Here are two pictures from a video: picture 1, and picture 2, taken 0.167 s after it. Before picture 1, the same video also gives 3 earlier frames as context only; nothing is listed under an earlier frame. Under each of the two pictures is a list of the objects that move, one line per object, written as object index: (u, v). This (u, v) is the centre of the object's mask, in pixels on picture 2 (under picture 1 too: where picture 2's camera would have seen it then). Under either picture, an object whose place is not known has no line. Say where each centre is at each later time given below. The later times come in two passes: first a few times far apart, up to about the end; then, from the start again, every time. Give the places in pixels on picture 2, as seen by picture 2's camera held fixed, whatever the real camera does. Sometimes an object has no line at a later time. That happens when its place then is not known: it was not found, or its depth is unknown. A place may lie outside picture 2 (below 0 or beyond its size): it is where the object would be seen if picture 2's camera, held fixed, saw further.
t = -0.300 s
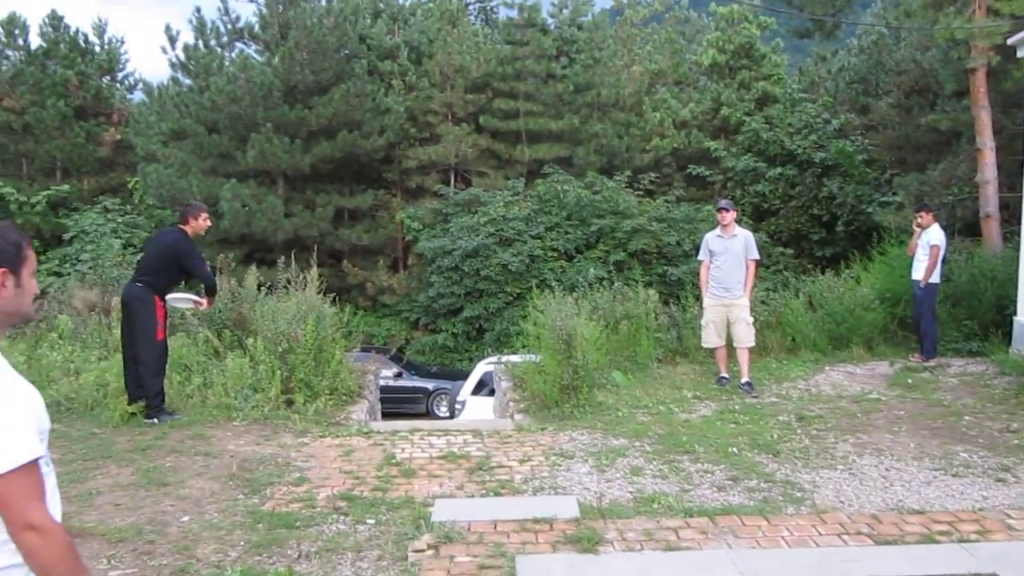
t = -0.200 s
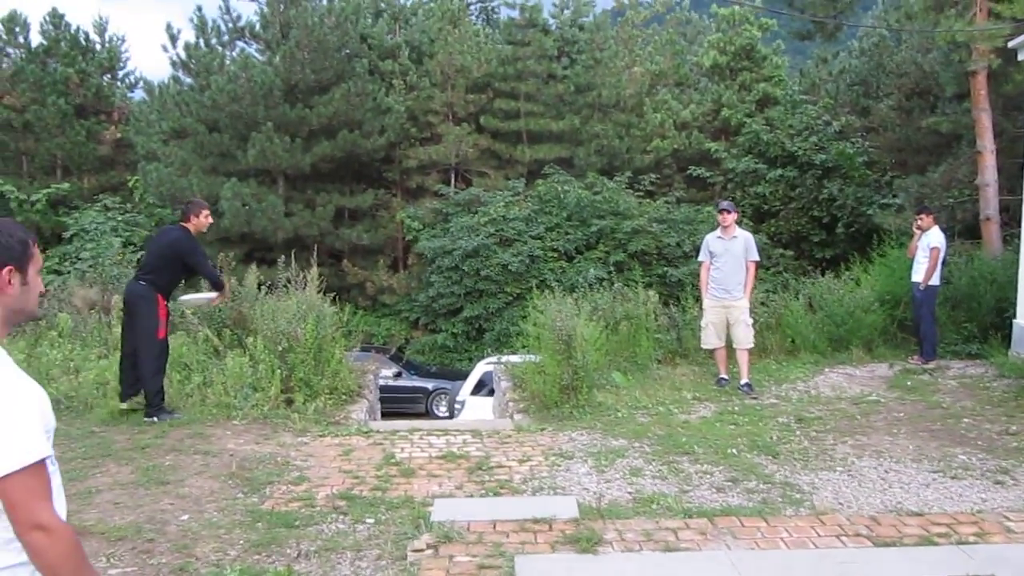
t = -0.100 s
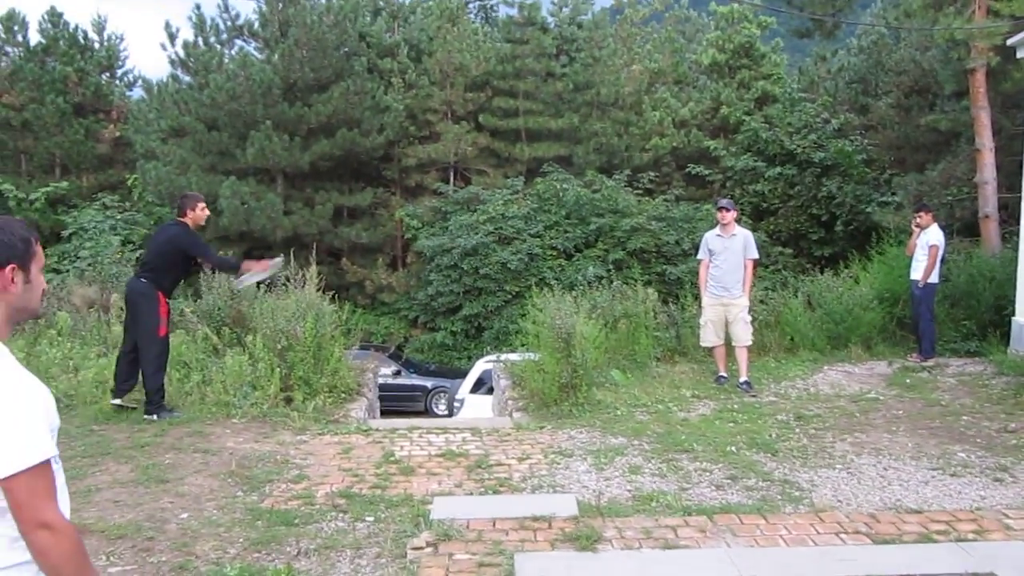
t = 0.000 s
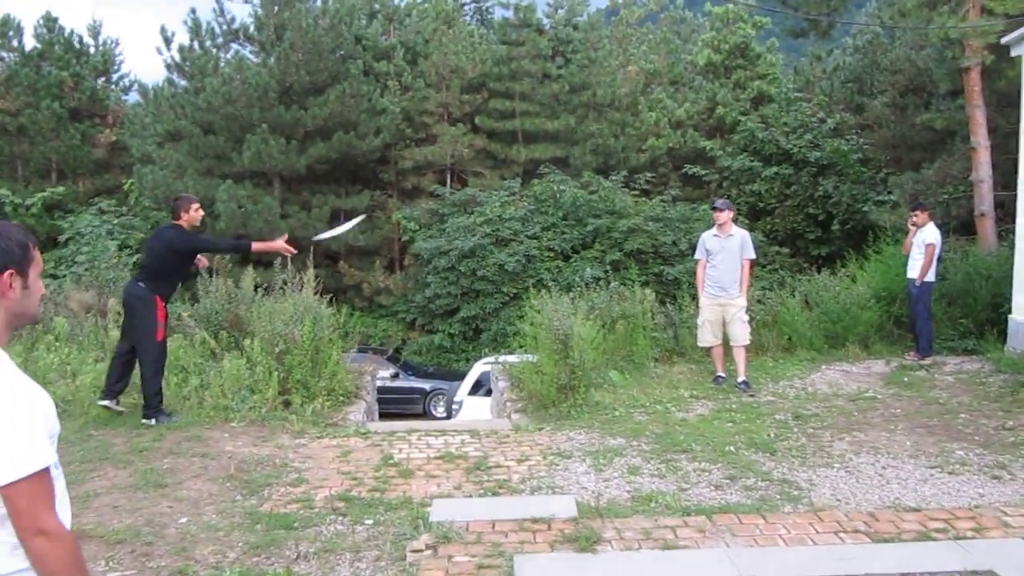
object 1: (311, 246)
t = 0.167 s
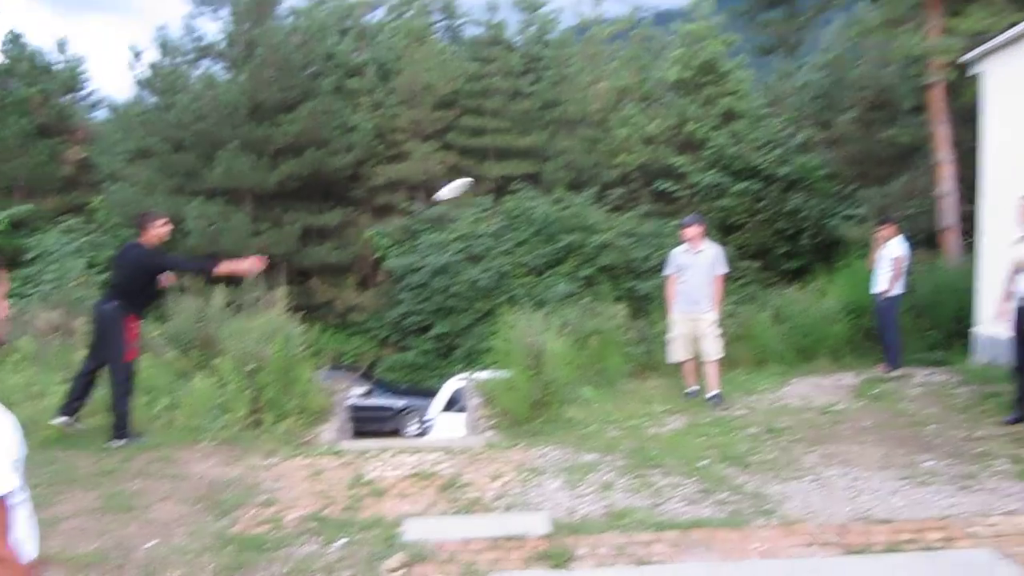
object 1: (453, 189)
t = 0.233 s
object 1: (507, 174)
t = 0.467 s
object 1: (687, 147)
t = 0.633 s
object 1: (804, 149)
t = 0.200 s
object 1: (480, 181)
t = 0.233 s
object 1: (507, 174)
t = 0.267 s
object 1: (534, 168)
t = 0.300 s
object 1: (562, 163)
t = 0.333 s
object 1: (586, 157)
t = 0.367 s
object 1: (613, 154)
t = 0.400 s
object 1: (638, 151)
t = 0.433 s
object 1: (663, 149)
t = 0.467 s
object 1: (687, 147)
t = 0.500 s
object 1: (711, 147)
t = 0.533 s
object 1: (735, 147)
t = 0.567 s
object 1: (759, 147)
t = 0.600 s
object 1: (781, 147)
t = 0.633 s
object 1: (804, 149)
